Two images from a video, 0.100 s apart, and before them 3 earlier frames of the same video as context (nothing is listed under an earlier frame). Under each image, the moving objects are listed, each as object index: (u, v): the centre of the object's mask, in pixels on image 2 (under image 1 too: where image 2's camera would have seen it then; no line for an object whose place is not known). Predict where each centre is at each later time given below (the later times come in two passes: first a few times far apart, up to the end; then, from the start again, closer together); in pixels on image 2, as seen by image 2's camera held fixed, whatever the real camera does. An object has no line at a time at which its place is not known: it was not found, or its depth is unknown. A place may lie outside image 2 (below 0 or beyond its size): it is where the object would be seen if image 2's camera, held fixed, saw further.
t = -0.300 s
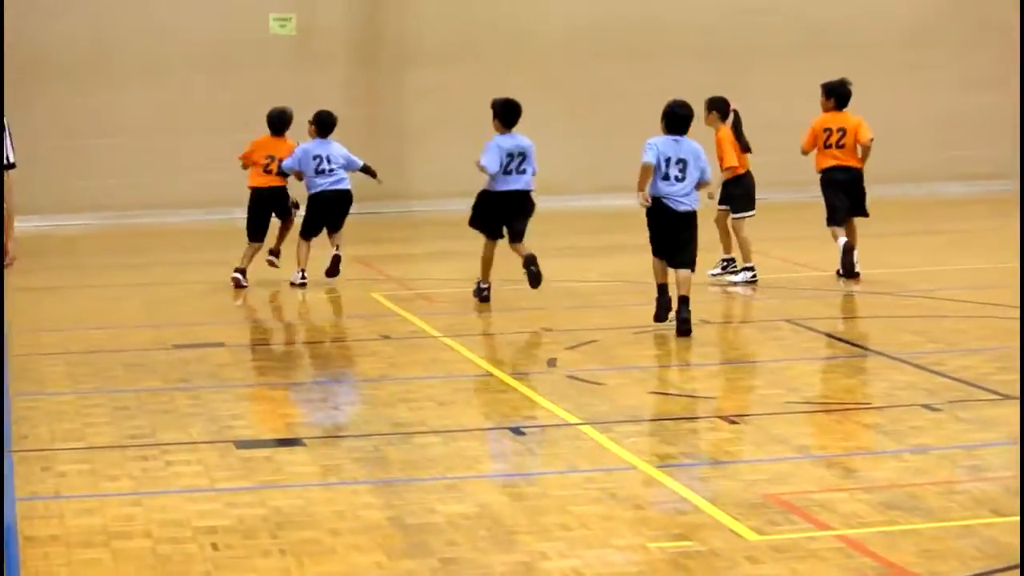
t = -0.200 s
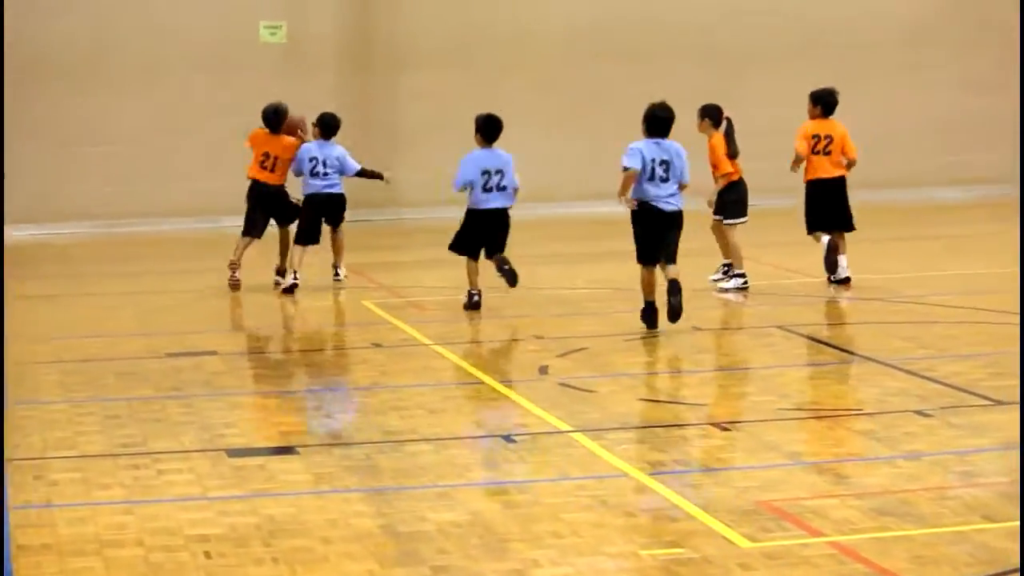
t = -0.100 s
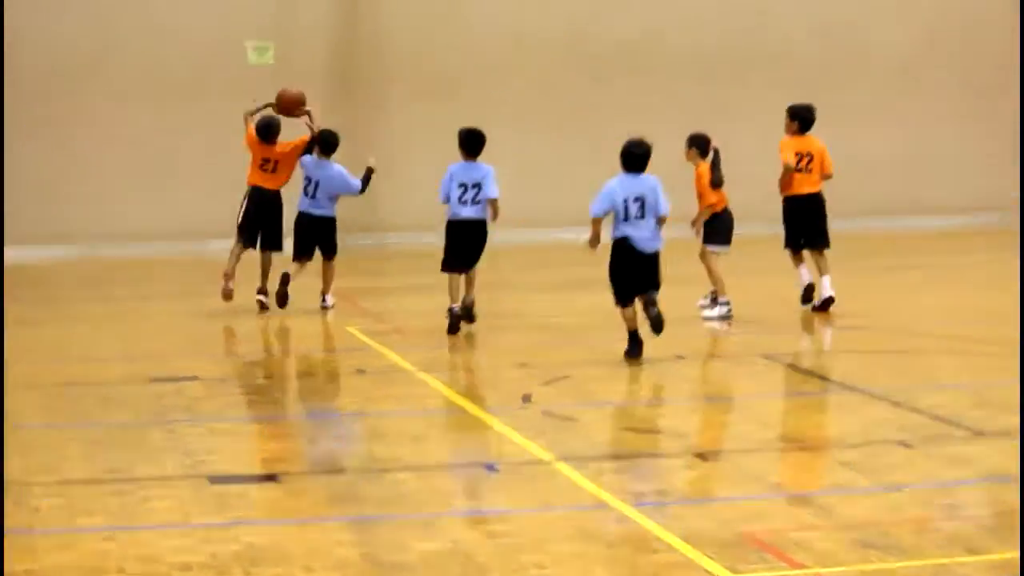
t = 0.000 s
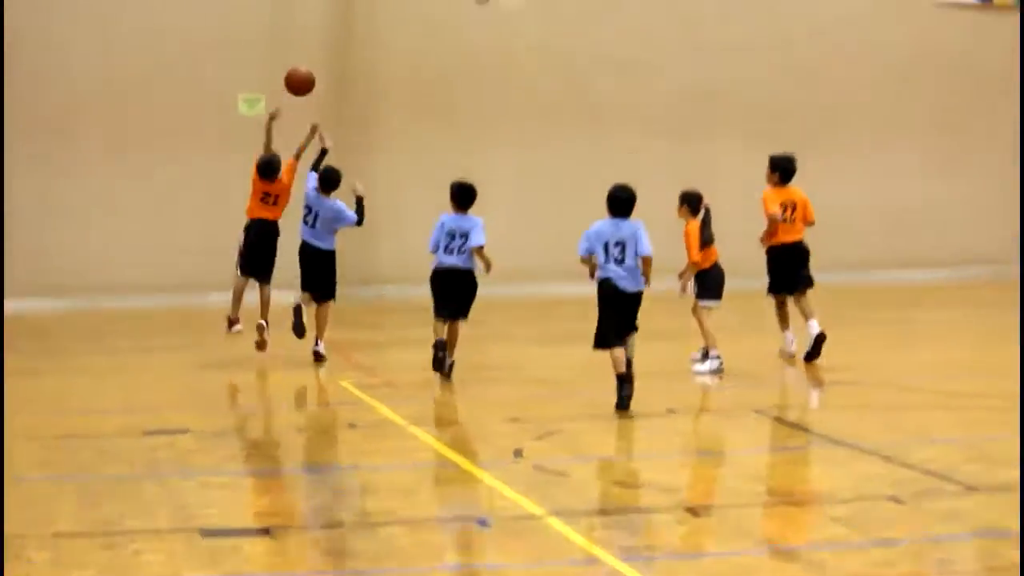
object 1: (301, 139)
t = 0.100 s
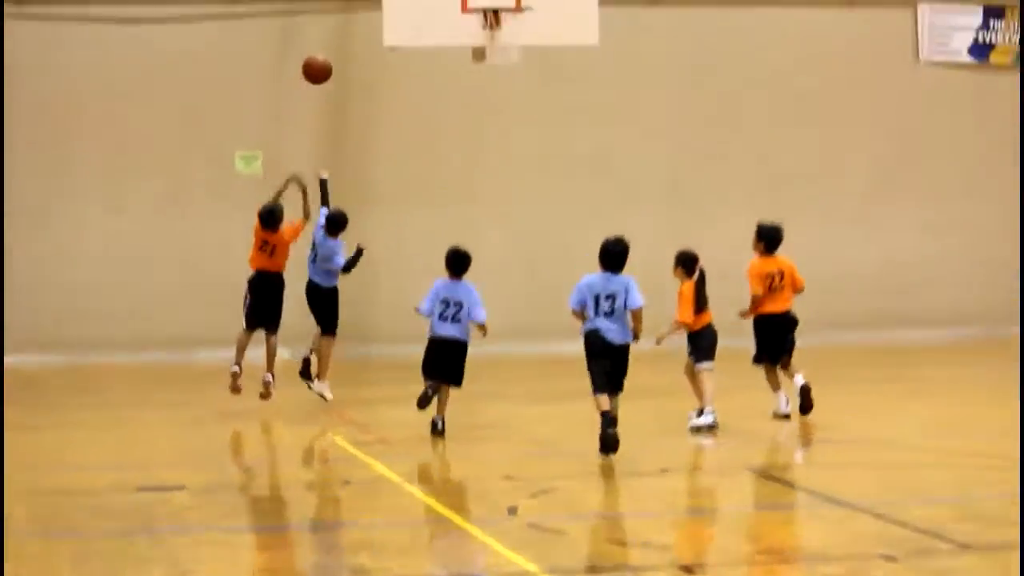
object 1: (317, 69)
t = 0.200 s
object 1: (332, 14)
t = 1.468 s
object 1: (383, 52)
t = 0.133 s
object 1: (322, 50)
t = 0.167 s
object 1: (327, 31)
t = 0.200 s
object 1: (332, 14)
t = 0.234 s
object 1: (337, -2)
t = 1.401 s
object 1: (388, 24)
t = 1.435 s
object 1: (385, 37)
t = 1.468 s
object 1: (383, 52)
